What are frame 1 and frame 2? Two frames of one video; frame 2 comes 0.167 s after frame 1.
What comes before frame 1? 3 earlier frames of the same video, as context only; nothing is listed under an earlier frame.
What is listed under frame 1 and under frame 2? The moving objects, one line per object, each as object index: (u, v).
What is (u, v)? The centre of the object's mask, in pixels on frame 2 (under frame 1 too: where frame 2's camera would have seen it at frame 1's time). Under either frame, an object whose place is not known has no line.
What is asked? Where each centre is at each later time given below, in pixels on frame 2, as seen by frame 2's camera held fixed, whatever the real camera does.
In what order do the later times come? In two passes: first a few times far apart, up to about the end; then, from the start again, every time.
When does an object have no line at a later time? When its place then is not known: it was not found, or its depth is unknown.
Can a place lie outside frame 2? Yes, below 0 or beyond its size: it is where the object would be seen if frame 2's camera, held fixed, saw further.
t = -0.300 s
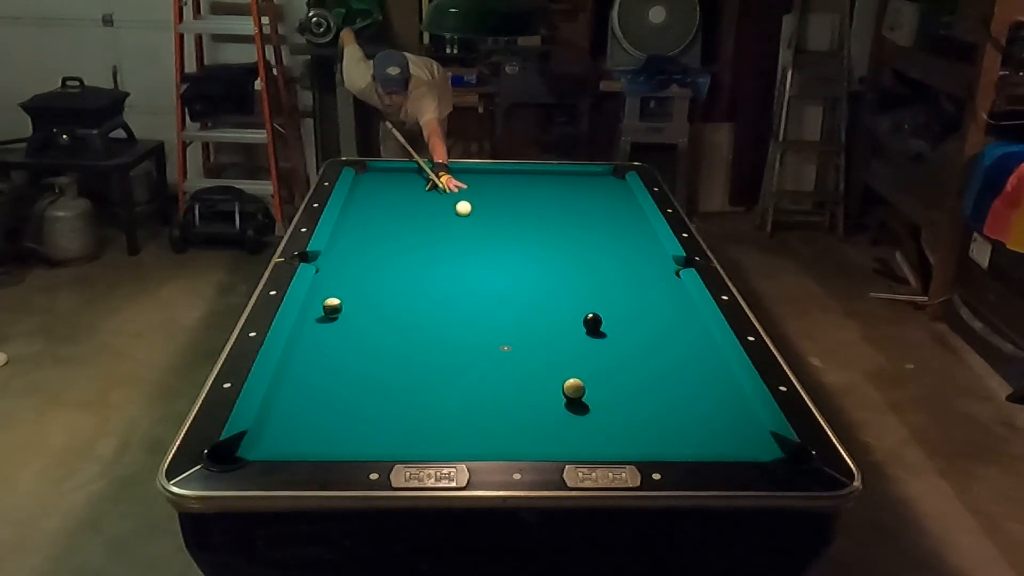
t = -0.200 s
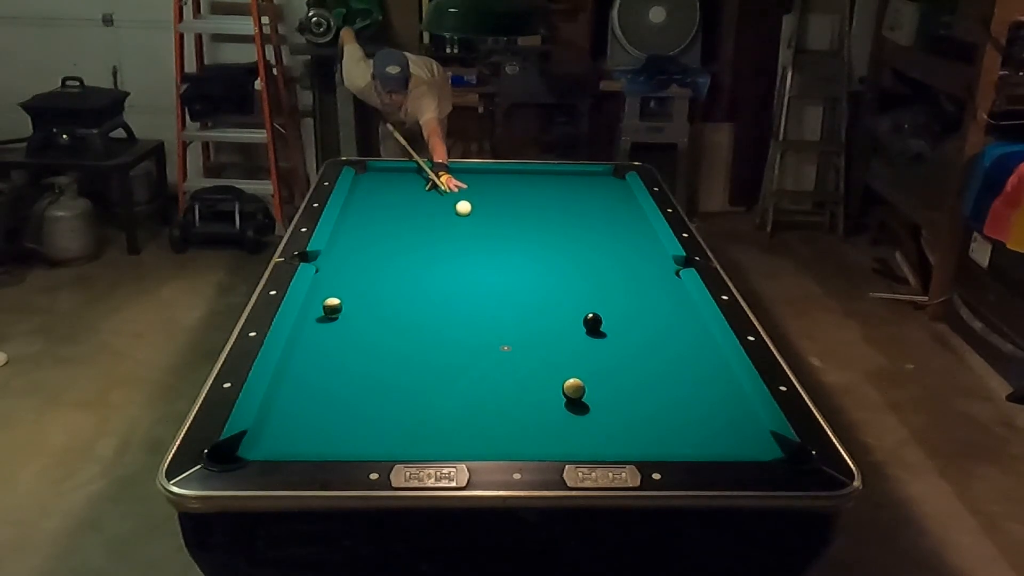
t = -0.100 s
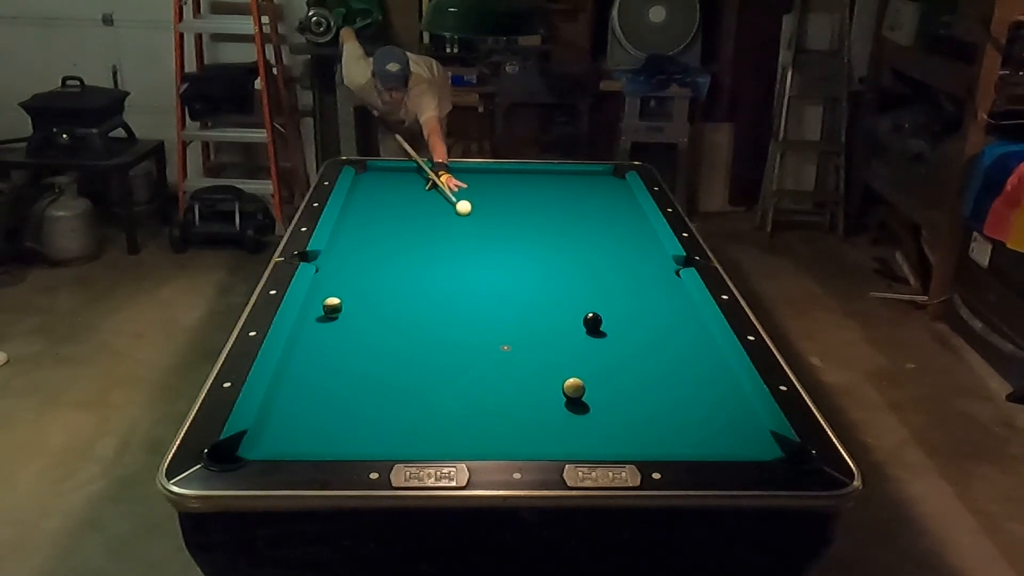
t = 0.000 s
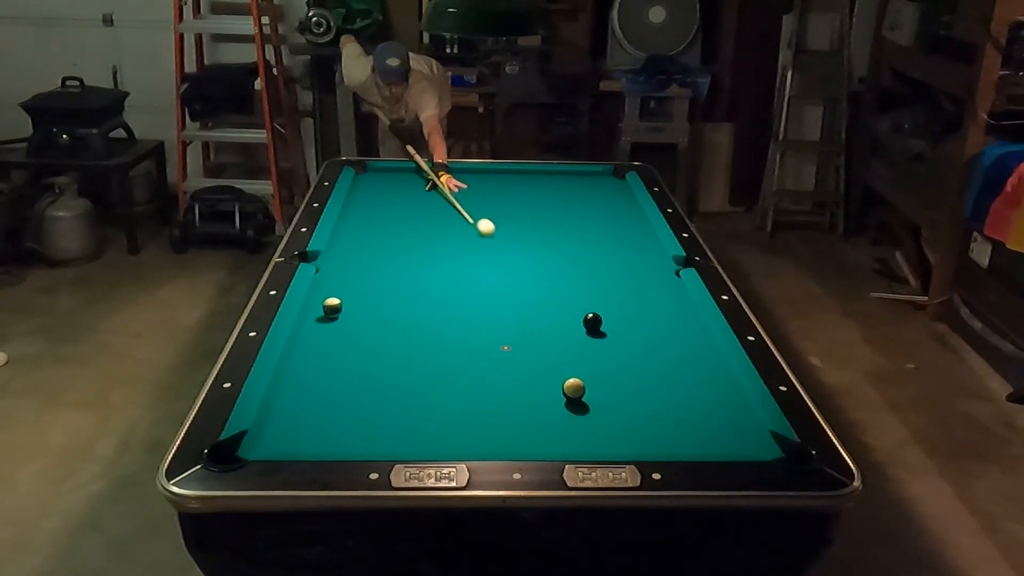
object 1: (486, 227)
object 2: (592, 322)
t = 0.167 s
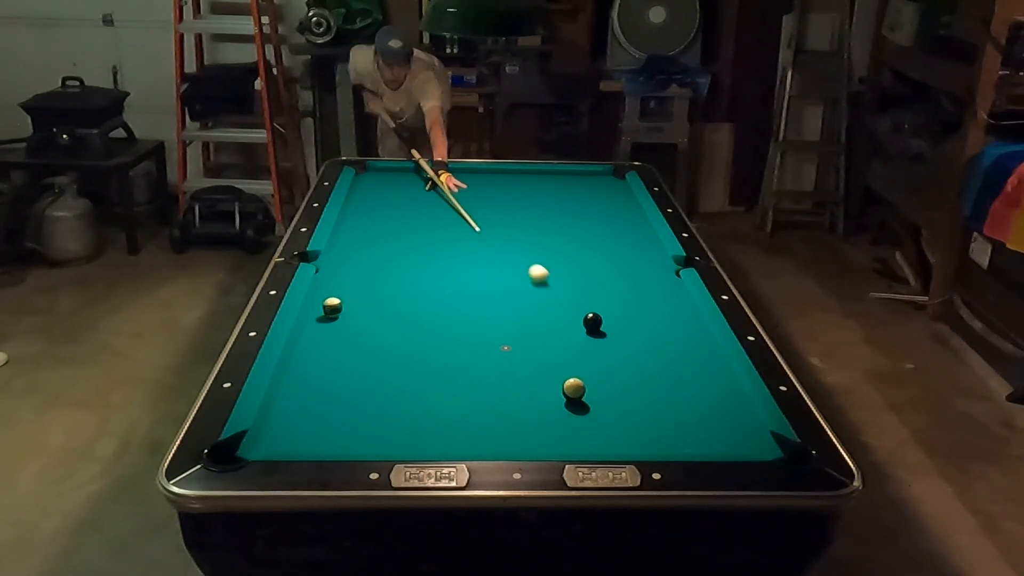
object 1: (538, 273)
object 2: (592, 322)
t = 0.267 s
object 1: (572, 304)
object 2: (592, 322)
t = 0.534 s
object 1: (576, 322)
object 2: (698, 397)
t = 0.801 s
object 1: (572, 333)
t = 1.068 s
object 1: (566, 342)
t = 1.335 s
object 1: (562, 350)
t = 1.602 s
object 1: (558, 357)
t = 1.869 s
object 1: (554, 362)
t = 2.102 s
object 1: (551, 366)
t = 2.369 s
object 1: (548, 369)
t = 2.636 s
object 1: (546, 371)
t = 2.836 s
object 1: (546, 371)
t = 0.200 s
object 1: (549, 284)
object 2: (592, 322)
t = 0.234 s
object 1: (561, 294)
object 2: (592, 323)
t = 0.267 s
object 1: (572, 304)
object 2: (592, 322)
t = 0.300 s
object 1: (583, 314)
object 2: (596, 325)
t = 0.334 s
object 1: (580, 315)
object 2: (609, 334)
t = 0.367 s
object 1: (579, 316)
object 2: (624, 344)
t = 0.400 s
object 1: (578, 317)
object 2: (639, 355)
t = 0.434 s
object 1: (578, 318)
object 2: (654, 366)
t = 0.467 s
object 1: (577, 320)
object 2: (669, 376)
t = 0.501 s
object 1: (577, 321)
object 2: (683, 387)
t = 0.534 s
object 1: (576, 322)
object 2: (698, 397)
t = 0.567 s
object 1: (575, 324)
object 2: (713, 407)
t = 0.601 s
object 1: (575, 325)
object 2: (728, 418)
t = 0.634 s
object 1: (574, 326)
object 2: (742, 429)
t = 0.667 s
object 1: (574, 327)
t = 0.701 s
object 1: (573, 329)
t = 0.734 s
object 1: (573, 330)
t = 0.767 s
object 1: (572, 331)
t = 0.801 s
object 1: (572, 333)
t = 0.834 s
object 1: (571, 334)
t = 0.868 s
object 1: (571, 335)
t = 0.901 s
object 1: (570, 336)
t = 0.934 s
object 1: (569, 337)
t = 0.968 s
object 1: (568, 338)
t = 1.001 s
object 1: (568, 339)
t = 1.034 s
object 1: (567, 341)
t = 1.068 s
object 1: (566, 342)
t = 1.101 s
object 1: (566, 343)
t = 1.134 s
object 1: (566, 344)
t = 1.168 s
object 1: (565, 345)
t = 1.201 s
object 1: (564, 346)
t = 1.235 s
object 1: (564, 347)
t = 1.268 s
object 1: (563, 348)
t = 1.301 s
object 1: (563, 349)
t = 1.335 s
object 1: (562, 350)
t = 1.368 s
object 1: (562, 351)
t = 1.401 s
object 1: (561, 352)
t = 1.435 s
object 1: (561, 353)
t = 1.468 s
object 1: (560, 353)
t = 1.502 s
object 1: (560, 354)
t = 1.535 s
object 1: (559, 355)
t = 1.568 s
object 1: (559, 356)
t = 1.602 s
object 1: (558, 357)
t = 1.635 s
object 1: (558, 357)
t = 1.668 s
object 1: (557, 358)
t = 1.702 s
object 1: (557, 359)
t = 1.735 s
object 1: (556, 360)
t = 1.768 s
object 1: (556, 360)
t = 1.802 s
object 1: (556, 361)
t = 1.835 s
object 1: (555, 362)
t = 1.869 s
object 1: (554, 362)
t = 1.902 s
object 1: (554, 363)
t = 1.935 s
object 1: (553, 364)
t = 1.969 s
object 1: (553, 364)
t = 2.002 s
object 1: (552, 365)
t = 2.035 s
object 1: (552, 365)
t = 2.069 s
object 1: (551, 366)
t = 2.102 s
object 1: (551, 366)
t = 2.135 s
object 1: (550, 367)
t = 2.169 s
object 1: (550, 367)
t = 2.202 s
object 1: (550, 368)
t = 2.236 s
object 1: (550, 368)
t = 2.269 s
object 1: (549, 368)
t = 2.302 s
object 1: (549, 369)
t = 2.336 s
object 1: (548, 369)
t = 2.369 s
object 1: (548, 369)
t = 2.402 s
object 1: (548, 369)
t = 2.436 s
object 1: (547, 370)
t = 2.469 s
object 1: (547, 370)
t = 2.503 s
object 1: (547, 370)
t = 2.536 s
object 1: (547, 370)
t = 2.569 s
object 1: (547, 371)
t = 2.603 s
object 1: (546, 371)
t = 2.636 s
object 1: (546, 371)
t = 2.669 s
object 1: (546, 371)
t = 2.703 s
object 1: (546, 371)
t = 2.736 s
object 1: (546, 371)
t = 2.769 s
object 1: (546, 371)
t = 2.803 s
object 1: (546, 371)
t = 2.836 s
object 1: (546, 371)
